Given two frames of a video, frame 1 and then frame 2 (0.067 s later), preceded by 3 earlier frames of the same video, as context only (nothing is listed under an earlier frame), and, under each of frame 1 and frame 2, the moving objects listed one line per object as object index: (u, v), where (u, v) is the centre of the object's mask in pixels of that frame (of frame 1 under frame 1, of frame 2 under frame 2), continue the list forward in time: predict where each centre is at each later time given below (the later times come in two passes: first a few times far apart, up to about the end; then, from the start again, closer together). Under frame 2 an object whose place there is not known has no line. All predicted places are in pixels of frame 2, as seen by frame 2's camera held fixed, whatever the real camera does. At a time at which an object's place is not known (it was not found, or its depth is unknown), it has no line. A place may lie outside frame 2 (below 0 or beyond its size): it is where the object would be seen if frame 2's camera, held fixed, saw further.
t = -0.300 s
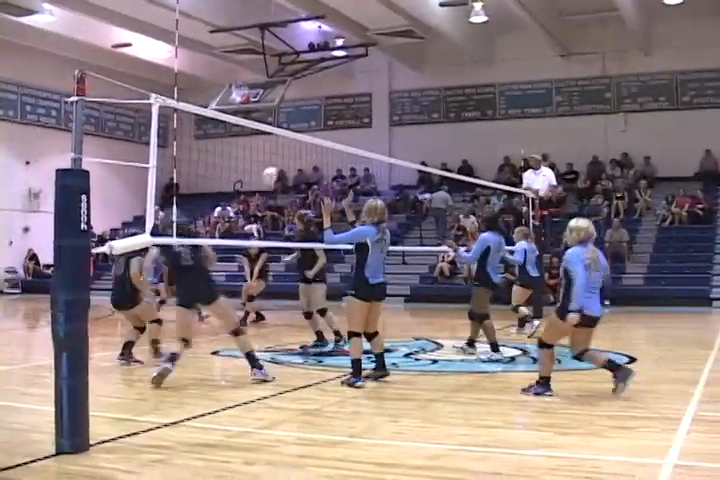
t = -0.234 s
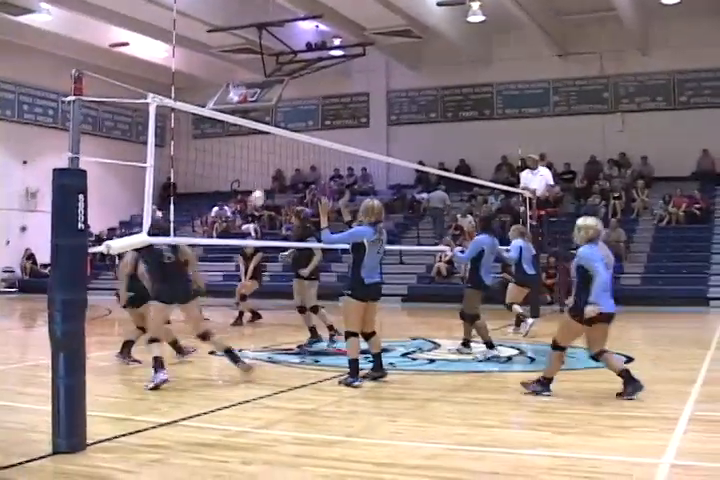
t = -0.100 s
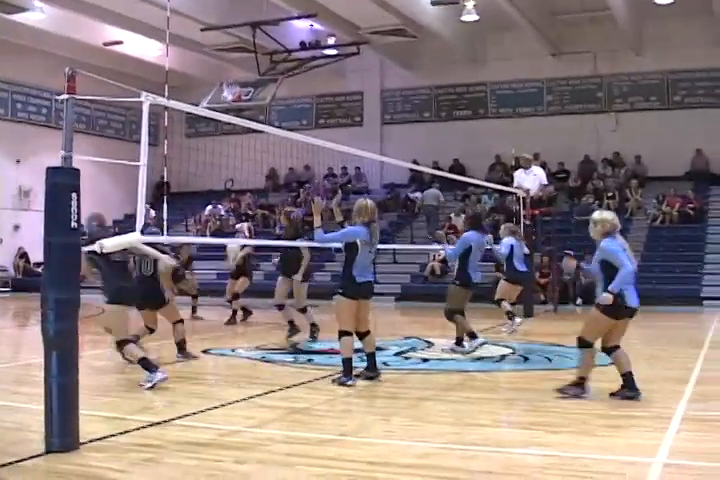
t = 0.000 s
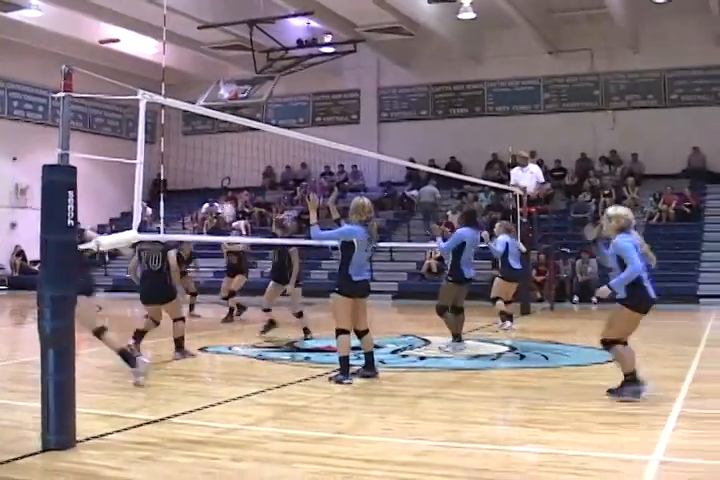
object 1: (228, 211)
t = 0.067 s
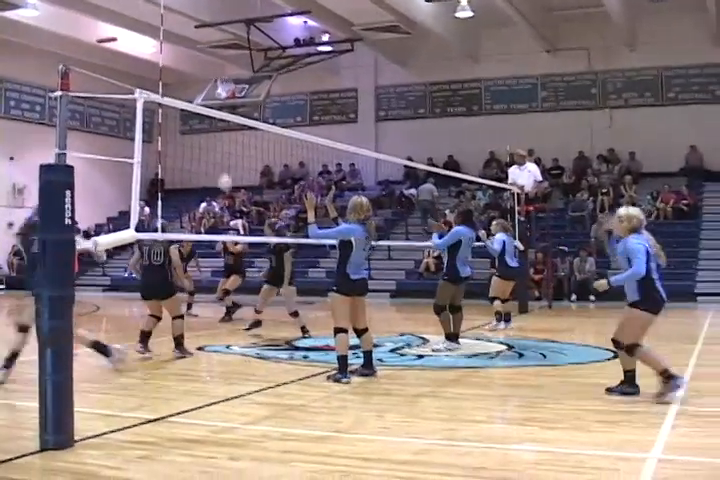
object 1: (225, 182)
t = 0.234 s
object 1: (223, 124)
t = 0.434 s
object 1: (224, 73)
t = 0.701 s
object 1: (224, 44)
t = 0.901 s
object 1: (222, 54)
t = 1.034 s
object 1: (221, 76)
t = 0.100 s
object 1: (224, 169)
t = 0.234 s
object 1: (223, 124)
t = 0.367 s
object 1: (224, 88)
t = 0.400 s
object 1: (224, 79)
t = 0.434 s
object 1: (224, 73)
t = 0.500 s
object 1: (224, 61)
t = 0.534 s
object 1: (224, 57)
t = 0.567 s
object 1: (224, 53)
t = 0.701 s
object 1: (224, 44)
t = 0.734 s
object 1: (224, 44)
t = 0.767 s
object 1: (224, 44)
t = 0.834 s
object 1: (223, 48)
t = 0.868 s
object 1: (223, 50)
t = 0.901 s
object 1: (222, 54)
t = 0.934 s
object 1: (222, 59)
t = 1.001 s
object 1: (221, 71)
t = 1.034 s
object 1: (221, 76)
